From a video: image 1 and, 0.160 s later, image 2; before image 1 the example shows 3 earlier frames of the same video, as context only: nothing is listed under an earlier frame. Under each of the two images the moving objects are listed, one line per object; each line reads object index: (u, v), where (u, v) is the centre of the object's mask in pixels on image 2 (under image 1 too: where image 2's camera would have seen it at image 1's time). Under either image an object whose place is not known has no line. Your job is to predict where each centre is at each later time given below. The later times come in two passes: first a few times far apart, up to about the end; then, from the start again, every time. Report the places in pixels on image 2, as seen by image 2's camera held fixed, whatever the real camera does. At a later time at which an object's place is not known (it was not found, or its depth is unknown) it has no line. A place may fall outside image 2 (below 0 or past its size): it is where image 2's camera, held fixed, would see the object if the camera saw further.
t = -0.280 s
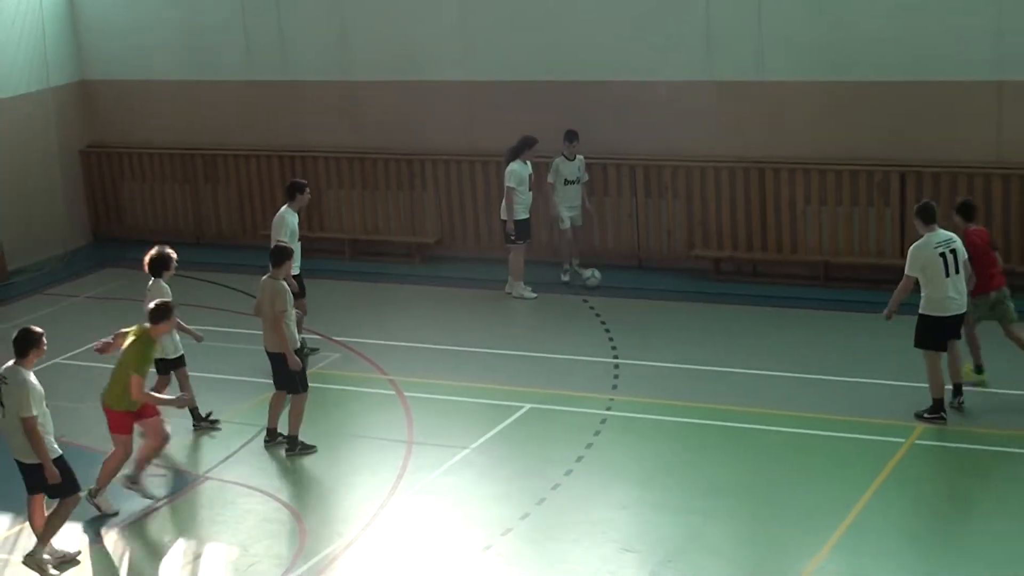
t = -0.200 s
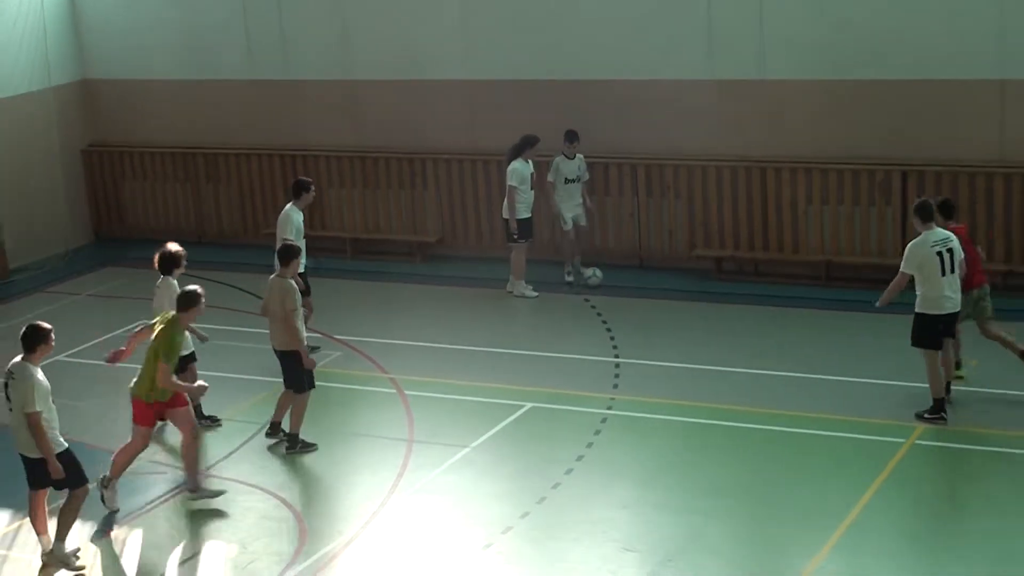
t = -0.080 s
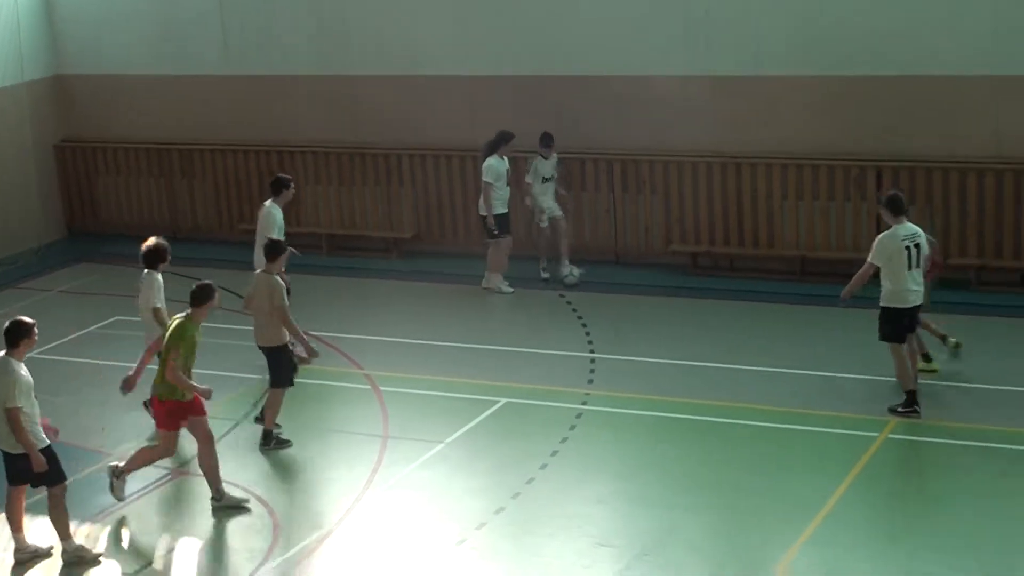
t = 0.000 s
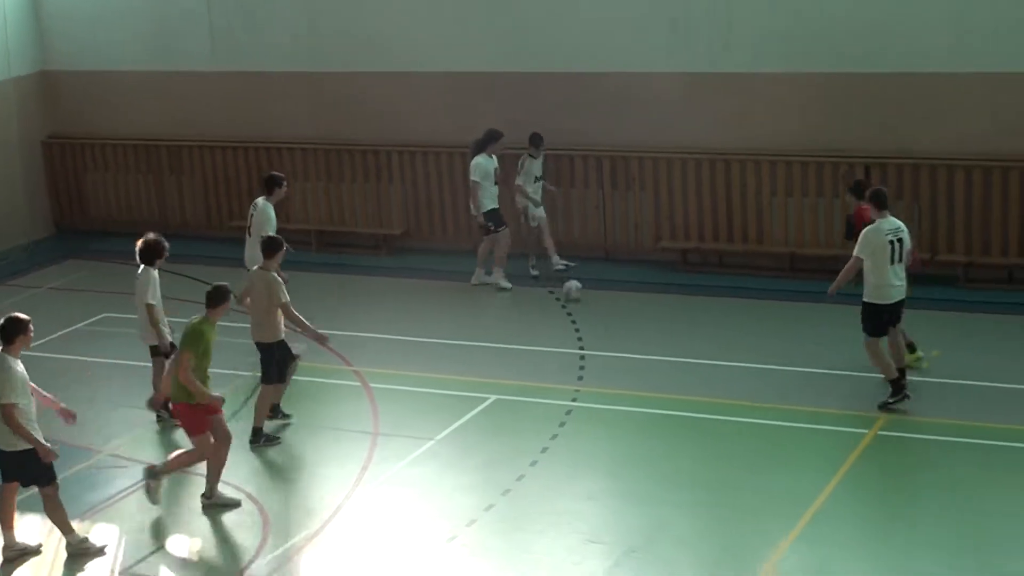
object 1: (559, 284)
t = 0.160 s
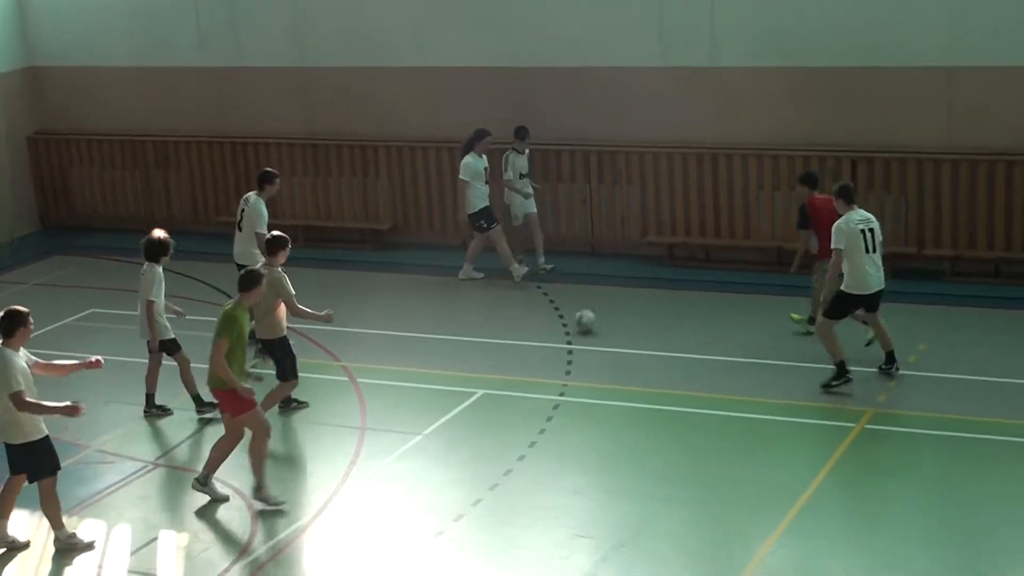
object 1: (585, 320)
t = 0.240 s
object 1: (598, 339)
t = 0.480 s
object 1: (637, 398)
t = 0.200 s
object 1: (592, 331)
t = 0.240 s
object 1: (598, 339)
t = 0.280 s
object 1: (604, 349)
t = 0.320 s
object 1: (610, 360)
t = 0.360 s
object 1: (617, 369)
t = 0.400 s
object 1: (623, 379)
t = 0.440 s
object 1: (630, 388)
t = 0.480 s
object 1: (637, 398)
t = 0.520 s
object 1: (643, 408)
